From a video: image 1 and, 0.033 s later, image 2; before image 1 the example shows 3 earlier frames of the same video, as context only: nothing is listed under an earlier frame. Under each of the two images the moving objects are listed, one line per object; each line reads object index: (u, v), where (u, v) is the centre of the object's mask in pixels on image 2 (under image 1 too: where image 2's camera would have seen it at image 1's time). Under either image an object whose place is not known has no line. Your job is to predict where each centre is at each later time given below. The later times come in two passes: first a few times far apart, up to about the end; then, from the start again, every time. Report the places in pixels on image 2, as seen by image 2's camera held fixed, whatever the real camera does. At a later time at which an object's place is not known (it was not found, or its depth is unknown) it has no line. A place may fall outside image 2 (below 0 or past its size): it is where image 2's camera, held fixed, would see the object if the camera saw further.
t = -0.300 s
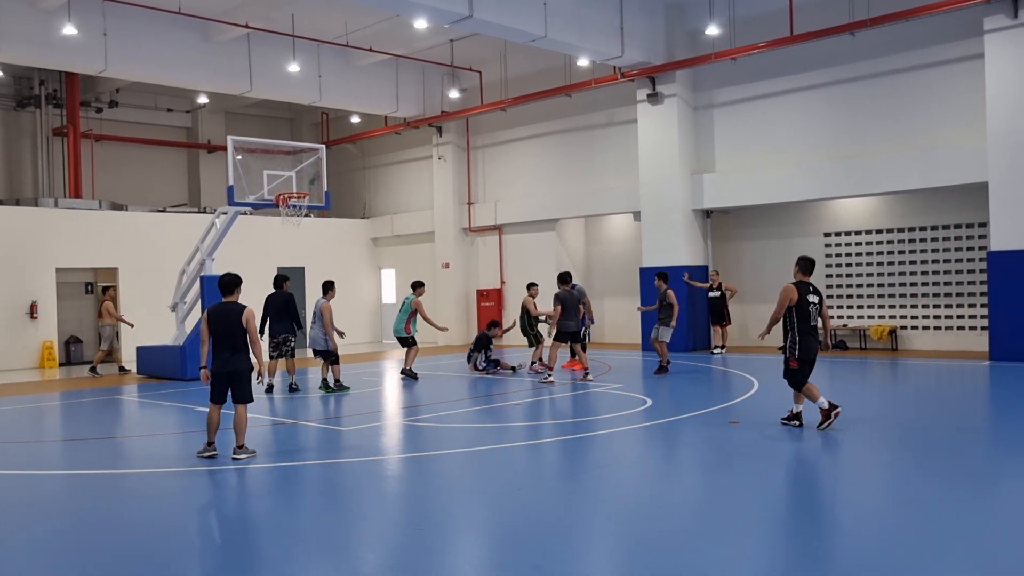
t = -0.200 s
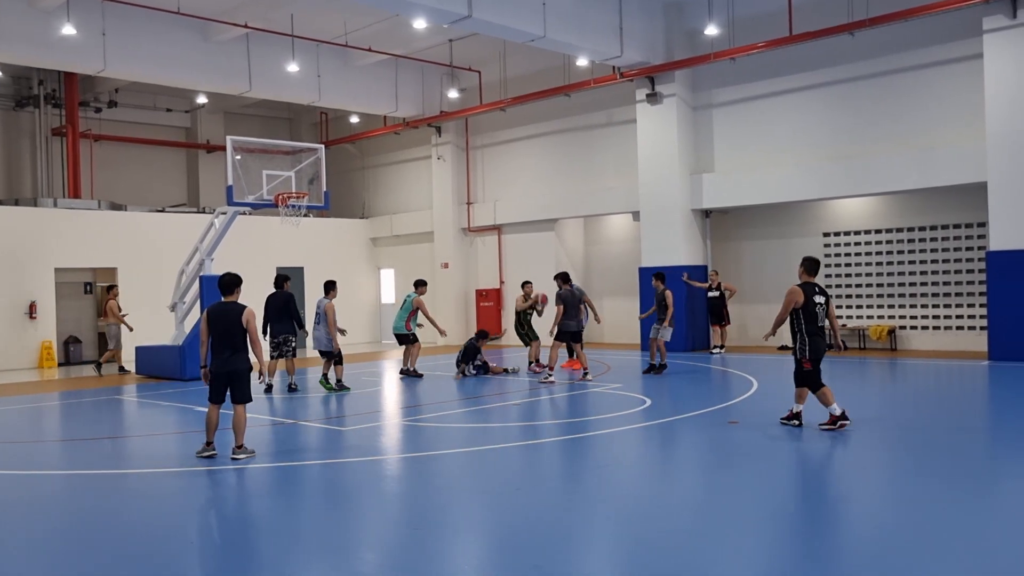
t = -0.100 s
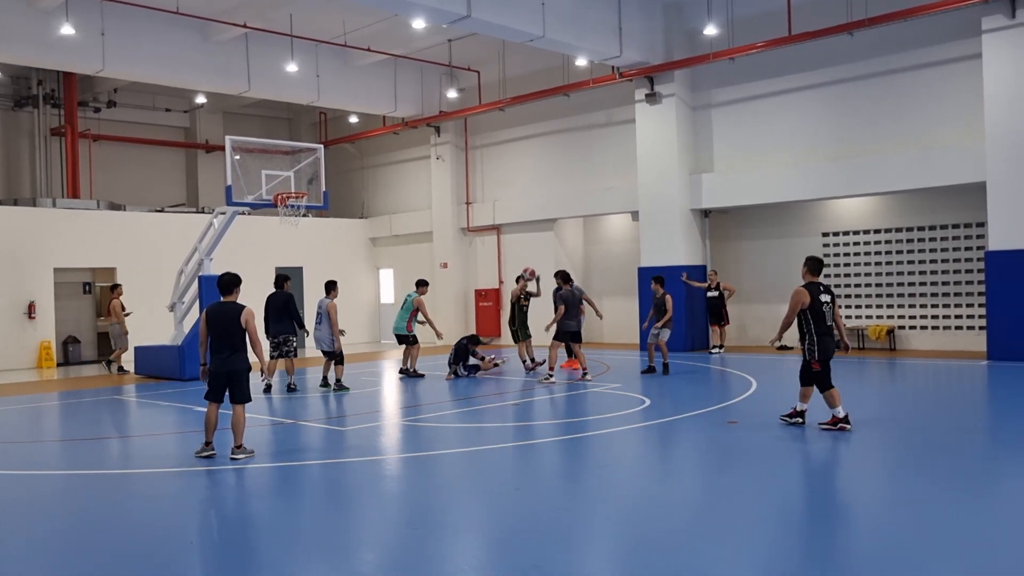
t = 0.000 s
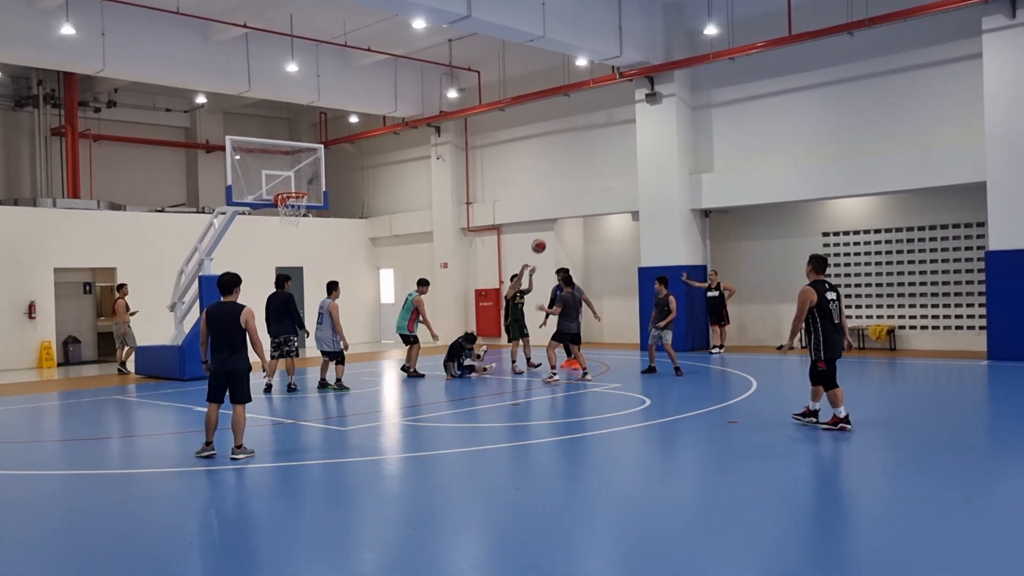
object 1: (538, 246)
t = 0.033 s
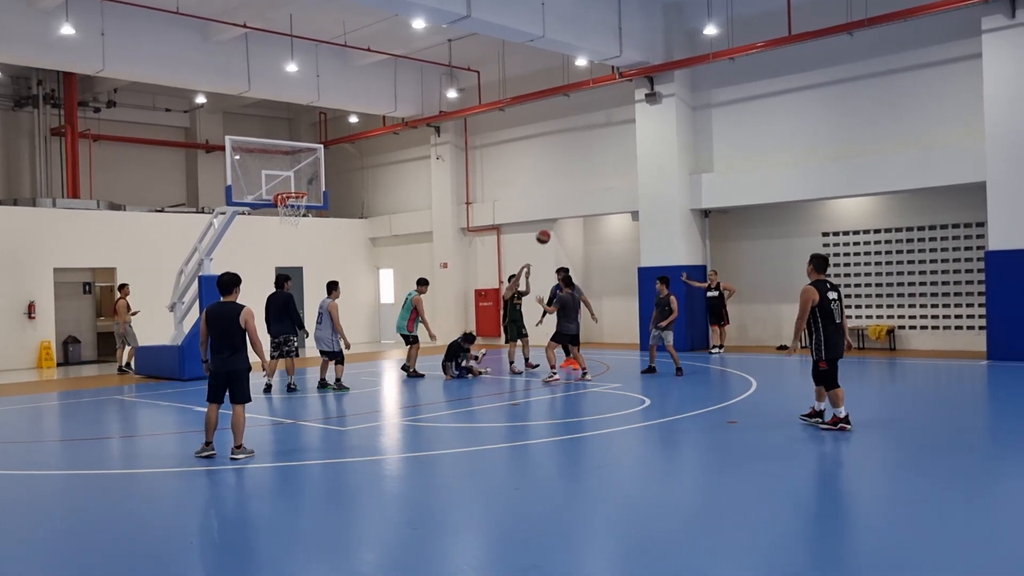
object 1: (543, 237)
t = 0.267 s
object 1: (579, 184)
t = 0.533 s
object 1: (634, 158)
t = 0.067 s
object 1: (548, 228)
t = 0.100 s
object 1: (553, 219)
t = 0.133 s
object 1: (558, 211)
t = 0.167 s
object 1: (563, 204)
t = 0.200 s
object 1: (568, 197)
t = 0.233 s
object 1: (574, 190)
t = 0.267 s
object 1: (579, 184)
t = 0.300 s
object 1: (585, 179)
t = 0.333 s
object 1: (591, 174)
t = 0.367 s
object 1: (598, 169)
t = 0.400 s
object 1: (604, 166)
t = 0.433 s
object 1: (612, 163)
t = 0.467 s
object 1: (619, 161)
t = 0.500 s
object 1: (626, 159)
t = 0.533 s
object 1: (634, 158)
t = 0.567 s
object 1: (641, 159)
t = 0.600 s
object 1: (649, 160)
